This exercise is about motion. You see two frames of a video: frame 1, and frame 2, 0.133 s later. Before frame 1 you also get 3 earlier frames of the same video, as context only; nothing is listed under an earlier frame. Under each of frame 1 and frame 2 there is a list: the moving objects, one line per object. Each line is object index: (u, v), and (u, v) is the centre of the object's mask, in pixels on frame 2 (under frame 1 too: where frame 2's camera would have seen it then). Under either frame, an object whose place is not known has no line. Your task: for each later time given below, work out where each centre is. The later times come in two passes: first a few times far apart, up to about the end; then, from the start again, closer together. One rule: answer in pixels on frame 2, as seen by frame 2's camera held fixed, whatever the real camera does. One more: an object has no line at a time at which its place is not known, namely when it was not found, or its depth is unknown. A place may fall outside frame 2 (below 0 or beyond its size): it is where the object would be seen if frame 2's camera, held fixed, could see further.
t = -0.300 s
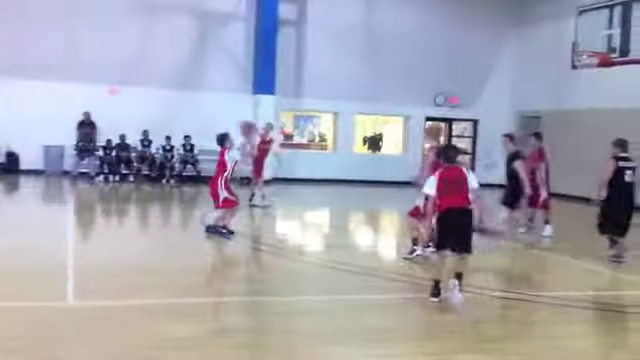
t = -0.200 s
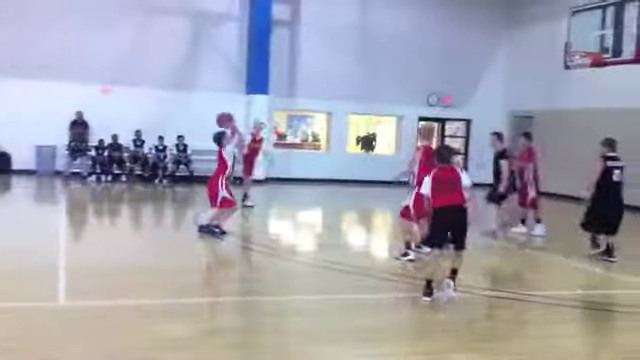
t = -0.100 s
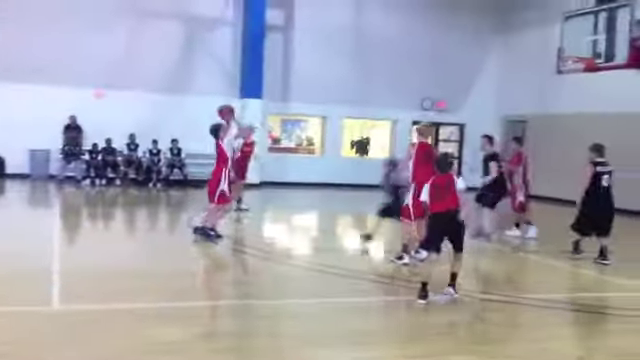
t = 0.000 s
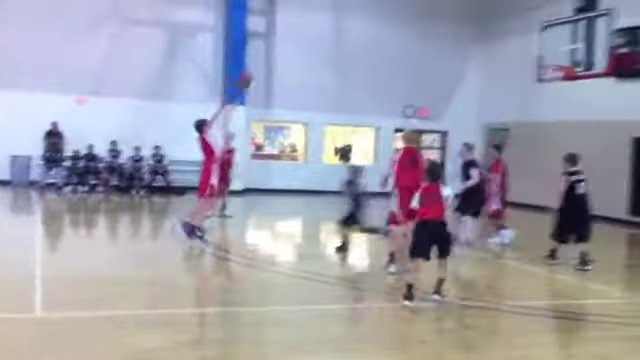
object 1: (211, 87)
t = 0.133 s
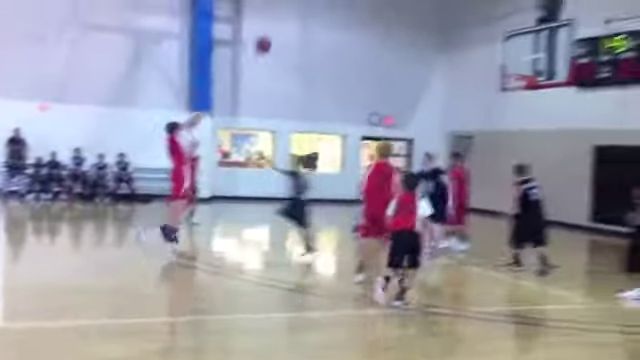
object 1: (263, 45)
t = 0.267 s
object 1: (311, 19)
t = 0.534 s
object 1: (394, 5)
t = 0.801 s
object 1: (467, 31)
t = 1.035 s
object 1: (514, 72)
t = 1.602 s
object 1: (606, 78)
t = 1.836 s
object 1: (649, 140)
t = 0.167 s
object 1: (274, 37)
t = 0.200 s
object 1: (287, 30)
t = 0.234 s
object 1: (300, 24)
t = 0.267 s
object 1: (311, 19)
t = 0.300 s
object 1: (322, 13)
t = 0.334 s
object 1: (334, 10)
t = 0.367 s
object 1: (343, 7)
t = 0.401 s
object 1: (354, 5)
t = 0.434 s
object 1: (365, 4)
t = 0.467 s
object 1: (375, 3)
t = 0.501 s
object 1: (384, 2)
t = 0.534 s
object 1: (394, 5)
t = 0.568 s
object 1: (406, 6)
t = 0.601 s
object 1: (414, 9)
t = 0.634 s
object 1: (424, 10)
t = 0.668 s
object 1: (432, 13)
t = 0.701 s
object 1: (438, 15)
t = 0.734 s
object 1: (449, 20)
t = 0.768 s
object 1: (456, 25)
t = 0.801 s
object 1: (467, 31)
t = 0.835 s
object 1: (471, 34)
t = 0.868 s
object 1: (480, 42)
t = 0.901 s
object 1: (487, 47)
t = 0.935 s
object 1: (494, 54)
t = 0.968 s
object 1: (502, 62)
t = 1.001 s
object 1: (507, 69)
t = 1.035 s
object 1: (514, 72)
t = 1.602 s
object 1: (606, 78)
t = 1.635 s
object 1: (612, 83)
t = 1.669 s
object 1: (619, 93)
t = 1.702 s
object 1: (625, 100)
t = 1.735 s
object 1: (632, 109)
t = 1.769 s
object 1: (638, 121)
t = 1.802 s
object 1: (645, 132)
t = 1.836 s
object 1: (649, 140)
